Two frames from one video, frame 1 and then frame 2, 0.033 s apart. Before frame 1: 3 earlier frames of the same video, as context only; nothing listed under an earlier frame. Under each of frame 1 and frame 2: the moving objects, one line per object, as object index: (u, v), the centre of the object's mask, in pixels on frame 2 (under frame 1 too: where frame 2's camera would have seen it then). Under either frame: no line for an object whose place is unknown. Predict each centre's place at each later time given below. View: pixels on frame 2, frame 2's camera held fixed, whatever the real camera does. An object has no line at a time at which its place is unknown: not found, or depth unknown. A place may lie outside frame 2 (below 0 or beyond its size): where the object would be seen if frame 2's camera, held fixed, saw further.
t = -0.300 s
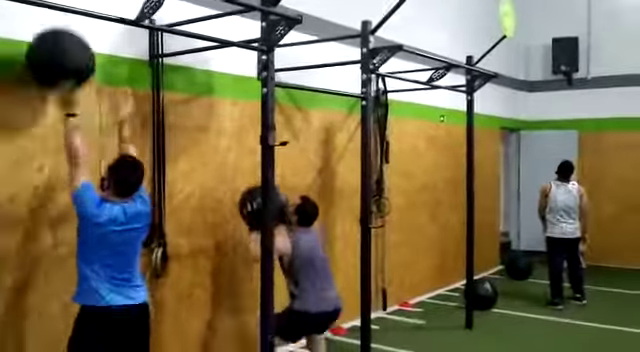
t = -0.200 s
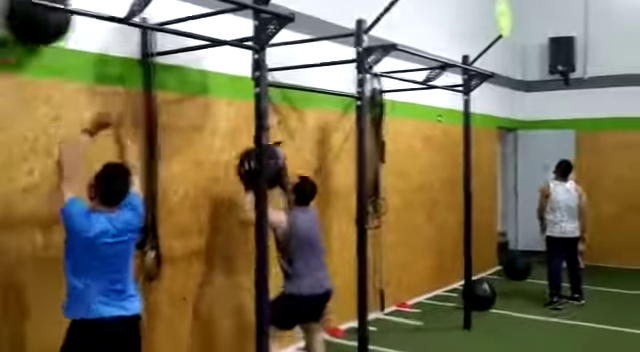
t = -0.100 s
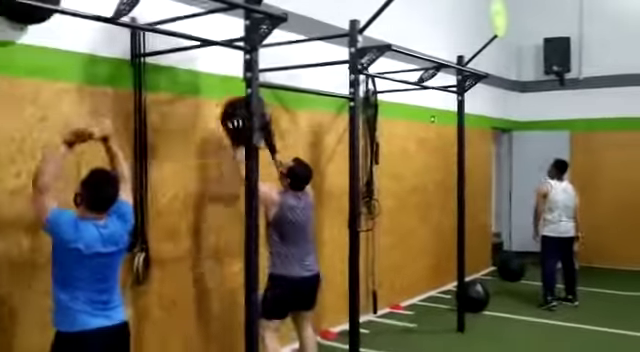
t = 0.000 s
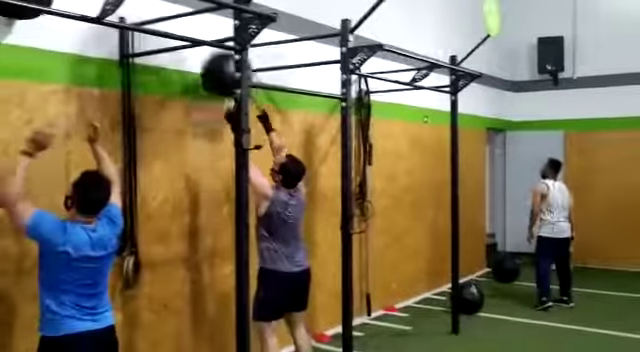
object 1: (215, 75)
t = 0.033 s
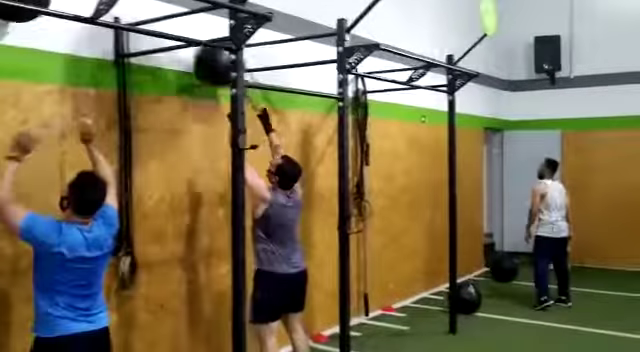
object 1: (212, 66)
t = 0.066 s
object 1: (211, 52)
